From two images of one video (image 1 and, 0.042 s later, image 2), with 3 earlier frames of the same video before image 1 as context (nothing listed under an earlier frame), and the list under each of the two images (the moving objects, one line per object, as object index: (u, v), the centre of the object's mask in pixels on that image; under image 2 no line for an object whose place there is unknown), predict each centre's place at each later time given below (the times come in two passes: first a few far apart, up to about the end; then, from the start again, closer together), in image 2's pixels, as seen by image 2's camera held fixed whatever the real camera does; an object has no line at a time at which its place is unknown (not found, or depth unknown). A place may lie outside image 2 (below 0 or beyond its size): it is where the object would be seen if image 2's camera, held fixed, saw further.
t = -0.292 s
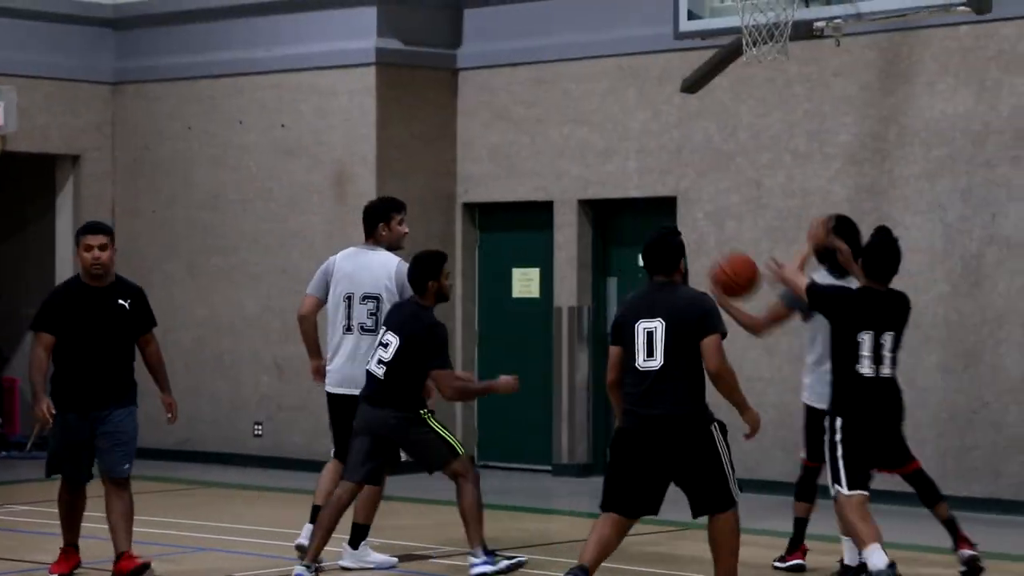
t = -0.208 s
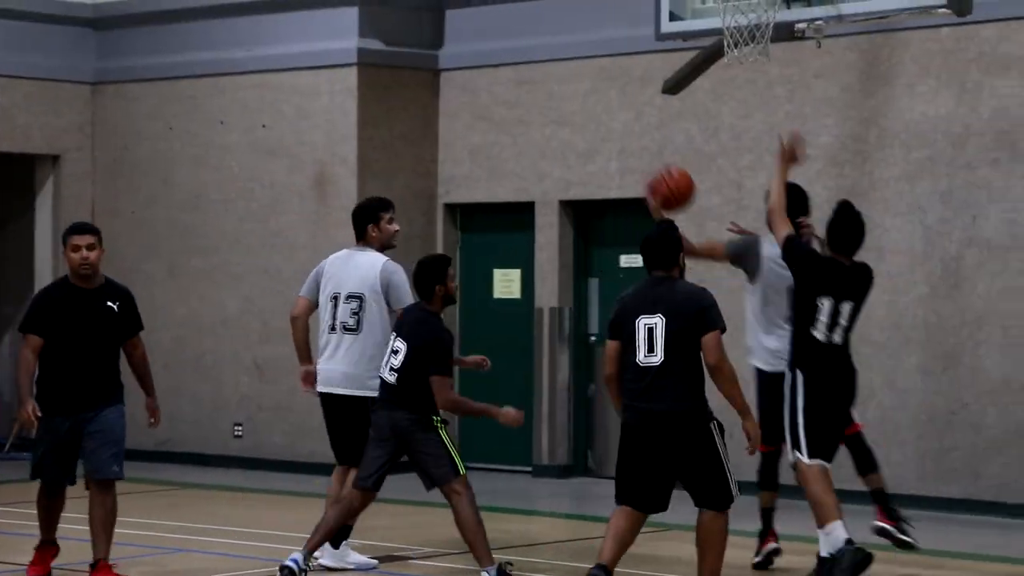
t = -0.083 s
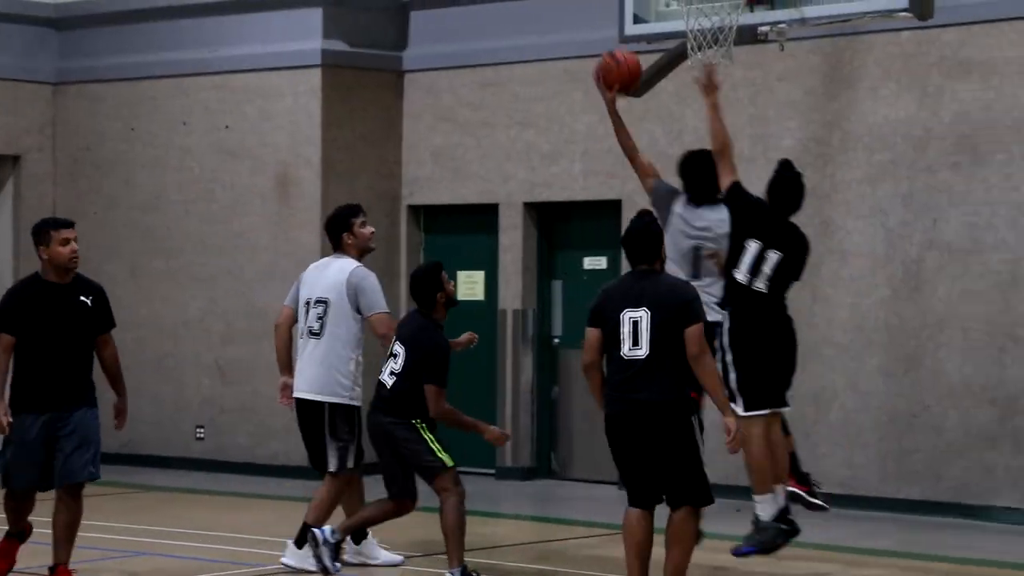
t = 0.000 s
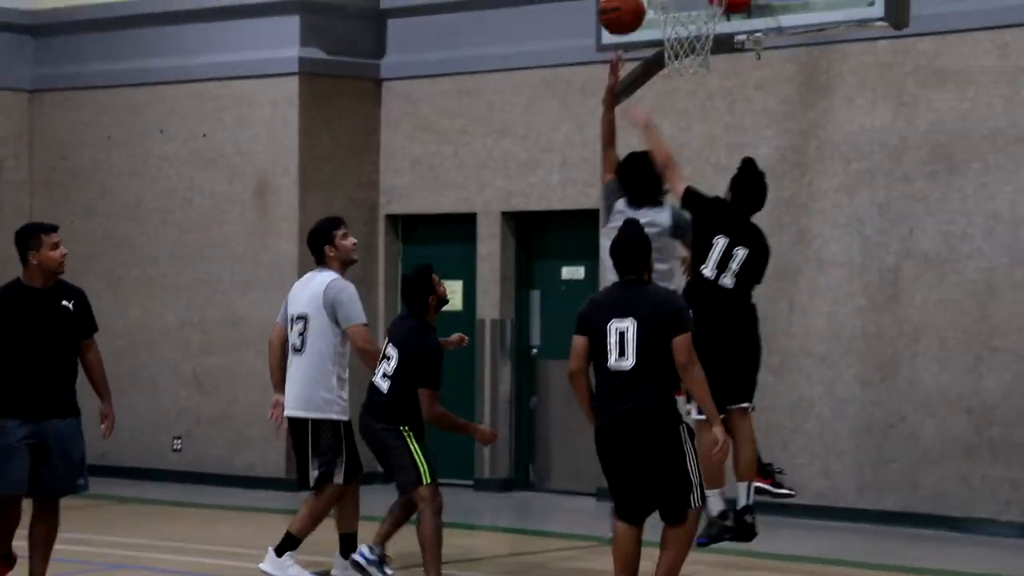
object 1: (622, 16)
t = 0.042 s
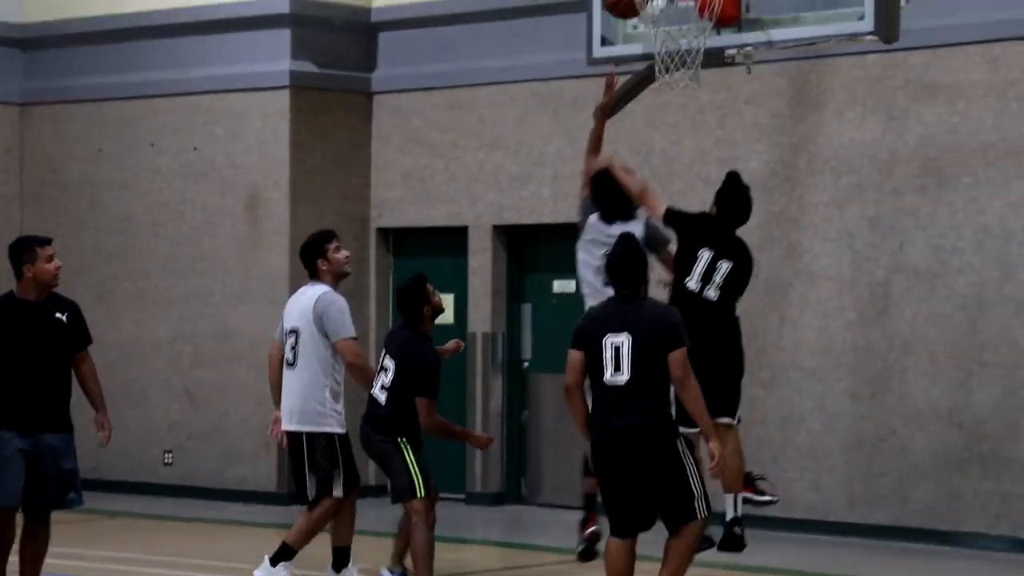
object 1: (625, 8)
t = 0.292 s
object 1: (672, -77)
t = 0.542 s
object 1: (661, -27)
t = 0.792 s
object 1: (700, 112)
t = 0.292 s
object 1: (672, -77)
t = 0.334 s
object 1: (671, -81)
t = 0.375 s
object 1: (669, -83)
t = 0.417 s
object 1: (667, -76)
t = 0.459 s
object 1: (665, -63)
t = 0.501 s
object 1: (664, -47)
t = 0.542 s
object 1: (661, -27)
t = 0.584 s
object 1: (665, -7)
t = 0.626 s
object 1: (674, 12)
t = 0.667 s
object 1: (683, 36)
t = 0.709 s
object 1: (690, 60)
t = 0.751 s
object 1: (694, 84)
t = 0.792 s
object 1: (700, 112)
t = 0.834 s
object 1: (706, 143)
